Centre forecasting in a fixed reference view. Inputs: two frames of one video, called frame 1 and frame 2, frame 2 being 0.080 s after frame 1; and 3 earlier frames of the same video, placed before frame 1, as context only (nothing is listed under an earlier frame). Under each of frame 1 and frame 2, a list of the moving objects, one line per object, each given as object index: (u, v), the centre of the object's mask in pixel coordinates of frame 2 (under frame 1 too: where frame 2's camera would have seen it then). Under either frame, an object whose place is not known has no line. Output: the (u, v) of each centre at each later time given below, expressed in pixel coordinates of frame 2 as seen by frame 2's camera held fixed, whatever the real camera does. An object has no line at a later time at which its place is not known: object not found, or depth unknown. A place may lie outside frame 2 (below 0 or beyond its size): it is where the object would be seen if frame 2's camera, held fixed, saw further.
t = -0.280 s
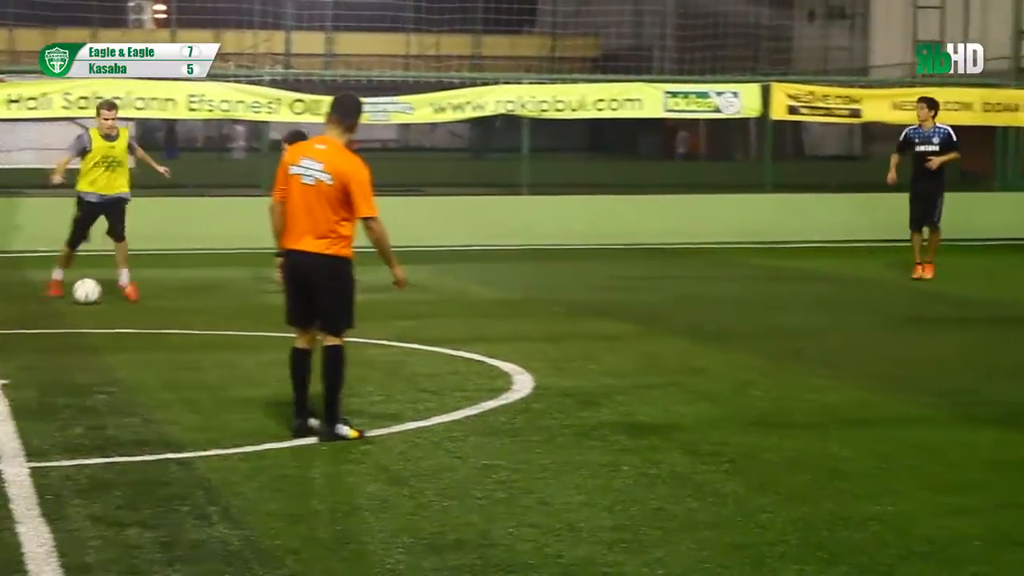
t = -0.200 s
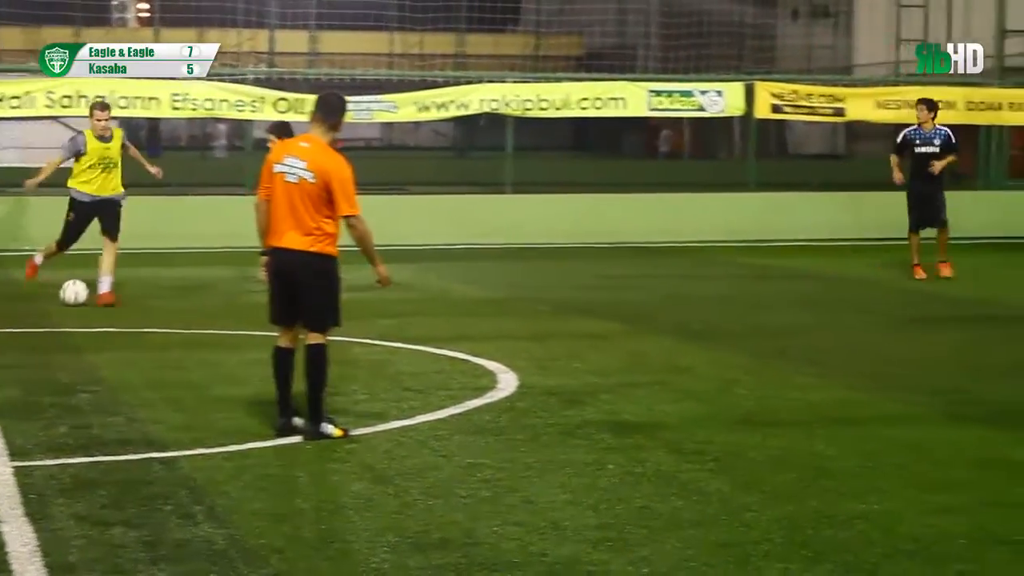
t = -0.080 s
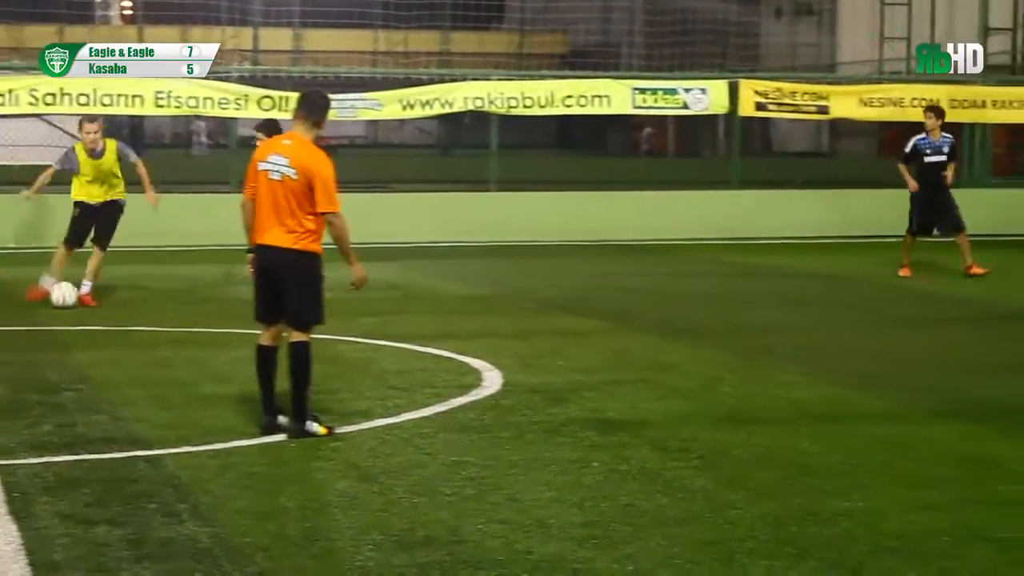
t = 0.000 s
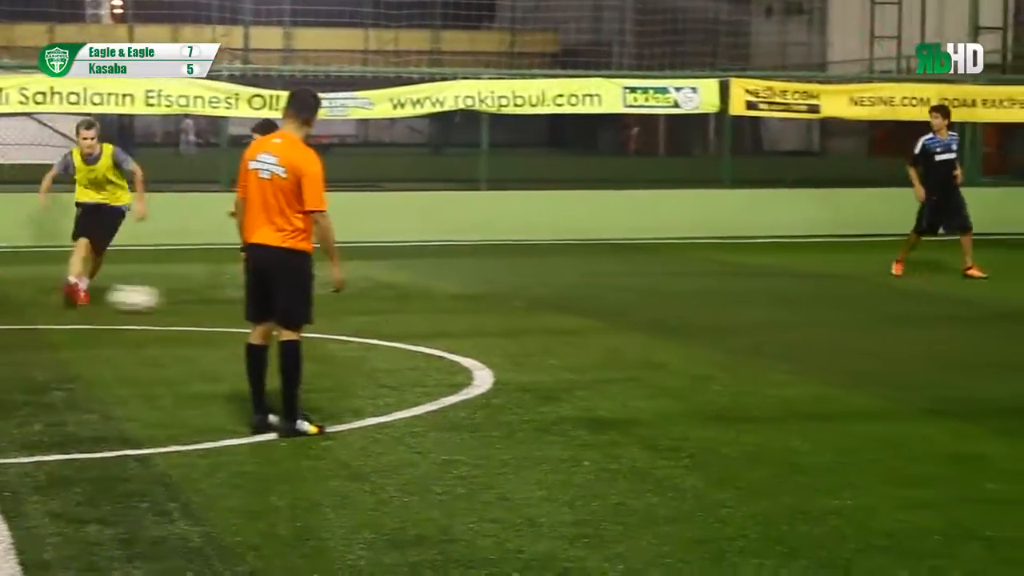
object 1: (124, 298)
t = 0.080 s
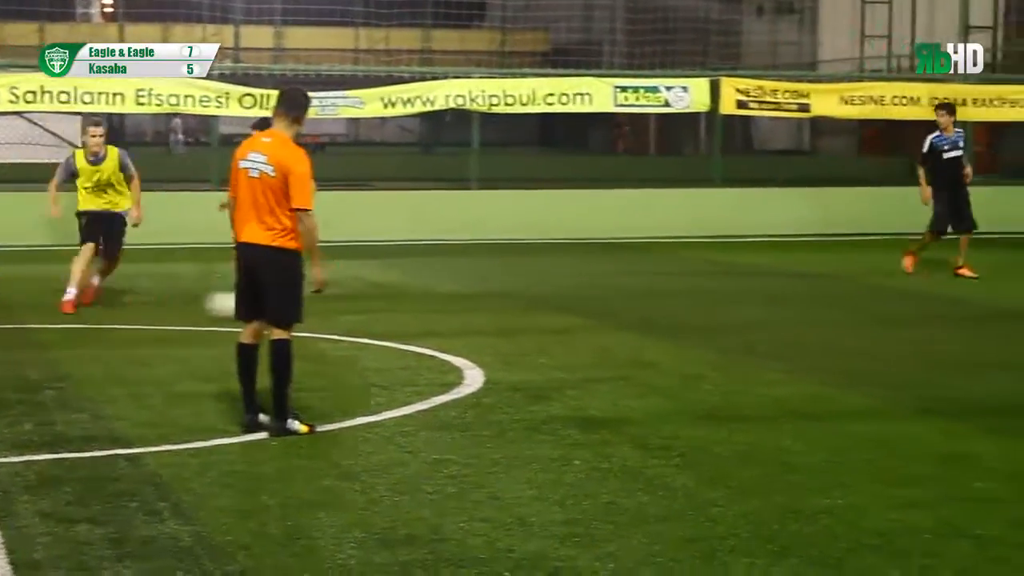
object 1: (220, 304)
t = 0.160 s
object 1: (339, 312)
